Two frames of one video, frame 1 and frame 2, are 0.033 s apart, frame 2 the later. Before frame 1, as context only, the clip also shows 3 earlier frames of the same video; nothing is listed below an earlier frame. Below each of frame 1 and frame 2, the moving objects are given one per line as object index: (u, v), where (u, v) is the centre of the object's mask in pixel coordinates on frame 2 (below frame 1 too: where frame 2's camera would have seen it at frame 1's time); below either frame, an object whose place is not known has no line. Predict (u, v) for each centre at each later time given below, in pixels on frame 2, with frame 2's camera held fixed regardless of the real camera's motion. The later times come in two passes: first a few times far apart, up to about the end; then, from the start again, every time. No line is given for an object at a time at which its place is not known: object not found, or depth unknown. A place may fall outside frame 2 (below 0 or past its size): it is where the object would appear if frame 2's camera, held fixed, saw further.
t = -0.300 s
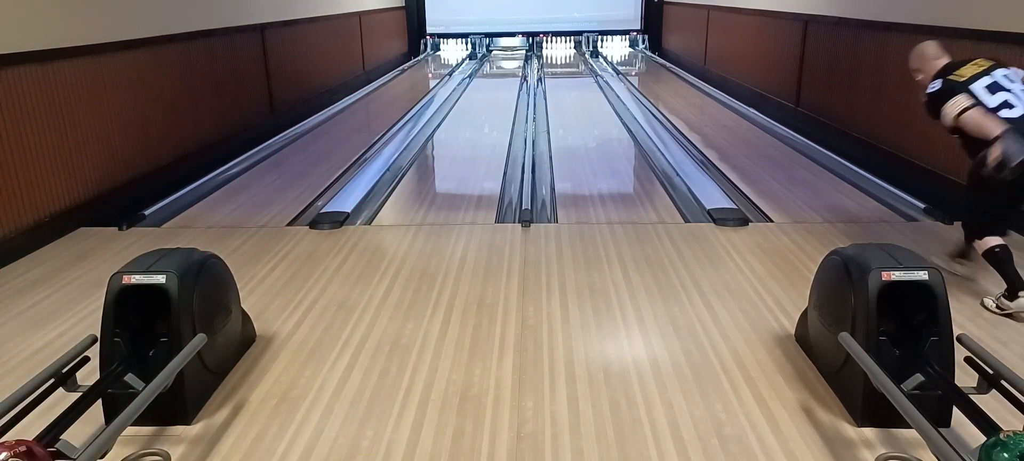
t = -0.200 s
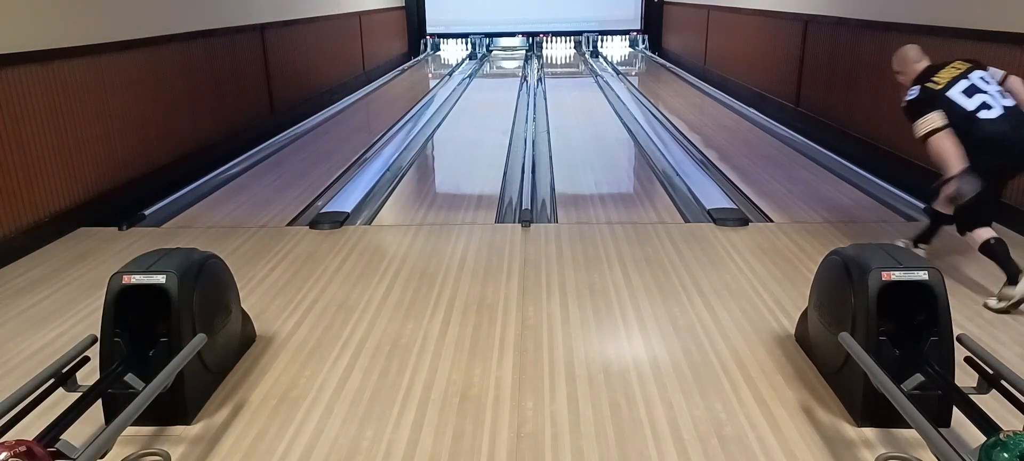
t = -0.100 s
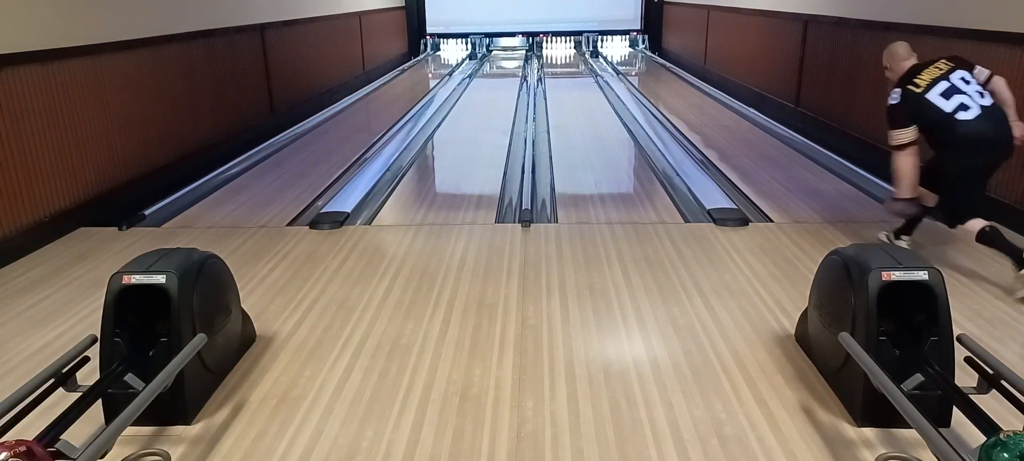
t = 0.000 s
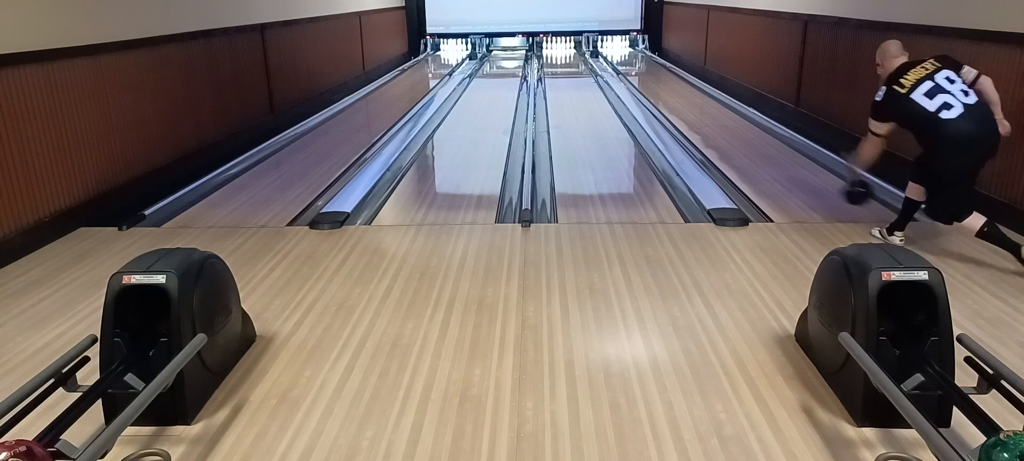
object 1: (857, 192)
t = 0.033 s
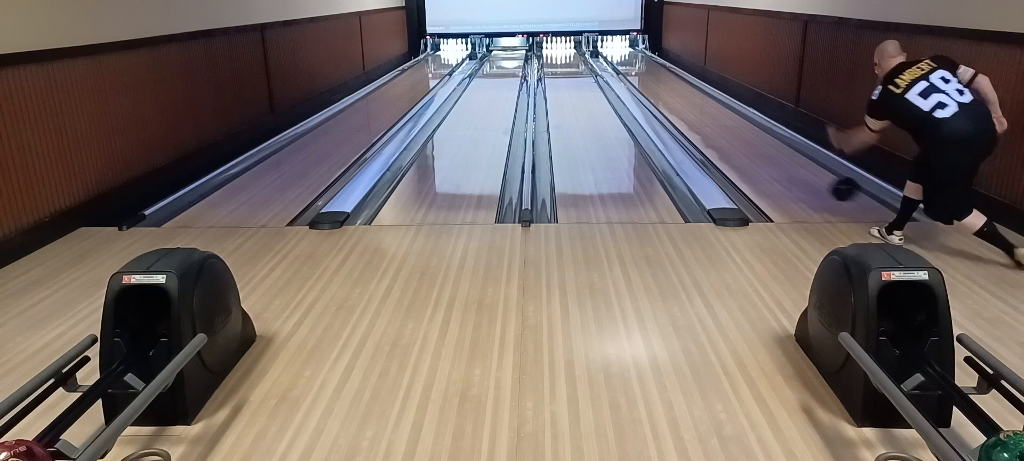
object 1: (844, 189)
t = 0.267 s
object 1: (773, 160)
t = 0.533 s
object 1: (724, 127)
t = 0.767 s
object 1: (696, 107)
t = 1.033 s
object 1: (672, 90)
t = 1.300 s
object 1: (655, 78)
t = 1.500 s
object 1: (644, 71)
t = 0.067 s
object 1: (831, 187)
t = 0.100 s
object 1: (819, 186)
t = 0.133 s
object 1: (808, 184)
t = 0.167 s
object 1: (798, 176)
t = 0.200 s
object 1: (789, 170)
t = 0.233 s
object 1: (781, 165)
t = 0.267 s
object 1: (773, 160)
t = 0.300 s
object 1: (766, 155)
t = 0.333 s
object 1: (758, 150)
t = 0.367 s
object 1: (752, 146)
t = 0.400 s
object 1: (746, 142)
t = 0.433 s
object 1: (740, 138)
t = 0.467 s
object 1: (734, 134)
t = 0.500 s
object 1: (729, 130)
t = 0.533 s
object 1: (724, 127)
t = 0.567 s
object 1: (720, 124)
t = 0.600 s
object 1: (715, 121)
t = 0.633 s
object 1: (711, 118)
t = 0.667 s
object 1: (707, 115)
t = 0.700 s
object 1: (703, 112)
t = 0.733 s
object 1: (699, 109)
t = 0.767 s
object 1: (696, 107)
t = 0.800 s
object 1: (692, 105)
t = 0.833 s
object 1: (689, 102)
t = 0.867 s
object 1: (686, 100)
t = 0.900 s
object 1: (683, 98)
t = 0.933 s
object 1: (680, 96)
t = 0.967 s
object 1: (677, 94)
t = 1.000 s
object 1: (675, 92)
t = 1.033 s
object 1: (672, 90)
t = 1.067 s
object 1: (670, 89)
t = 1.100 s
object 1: (667, 87)
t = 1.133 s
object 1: (665, 86)
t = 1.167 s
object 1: (663, 84)
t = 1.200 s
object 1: (661, 83)
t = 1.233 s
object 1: (659, 81)
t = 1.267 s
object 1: (657, 80)
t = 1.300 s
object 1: (655, 78)
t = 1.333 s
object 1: (653, 77)
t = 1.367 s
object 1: (651, 76)
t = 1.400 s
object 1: (649, 74)
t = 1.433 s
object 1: (647, 73)
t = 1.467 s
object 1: (646, 72)
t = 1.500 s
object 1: (644, 71)
